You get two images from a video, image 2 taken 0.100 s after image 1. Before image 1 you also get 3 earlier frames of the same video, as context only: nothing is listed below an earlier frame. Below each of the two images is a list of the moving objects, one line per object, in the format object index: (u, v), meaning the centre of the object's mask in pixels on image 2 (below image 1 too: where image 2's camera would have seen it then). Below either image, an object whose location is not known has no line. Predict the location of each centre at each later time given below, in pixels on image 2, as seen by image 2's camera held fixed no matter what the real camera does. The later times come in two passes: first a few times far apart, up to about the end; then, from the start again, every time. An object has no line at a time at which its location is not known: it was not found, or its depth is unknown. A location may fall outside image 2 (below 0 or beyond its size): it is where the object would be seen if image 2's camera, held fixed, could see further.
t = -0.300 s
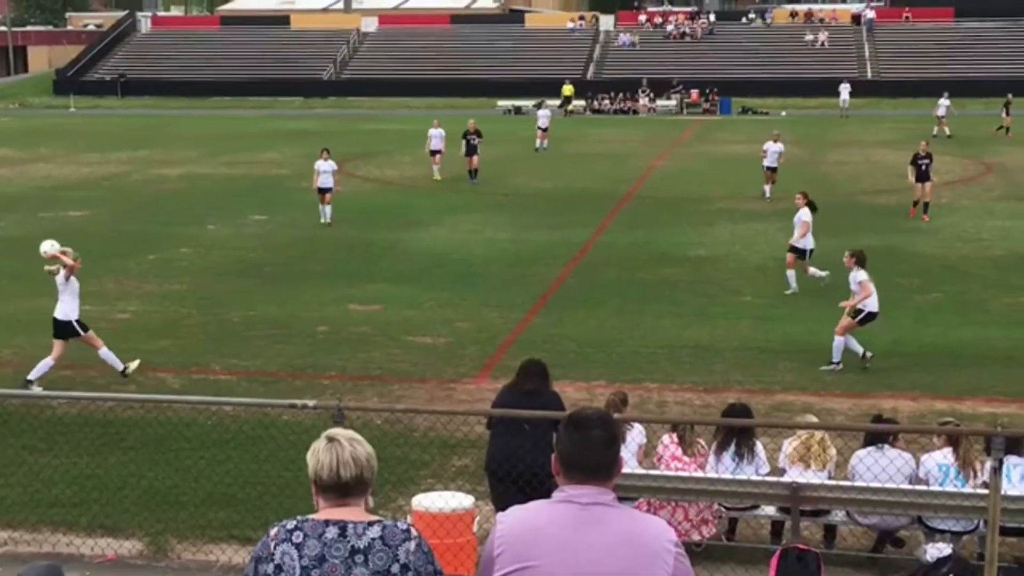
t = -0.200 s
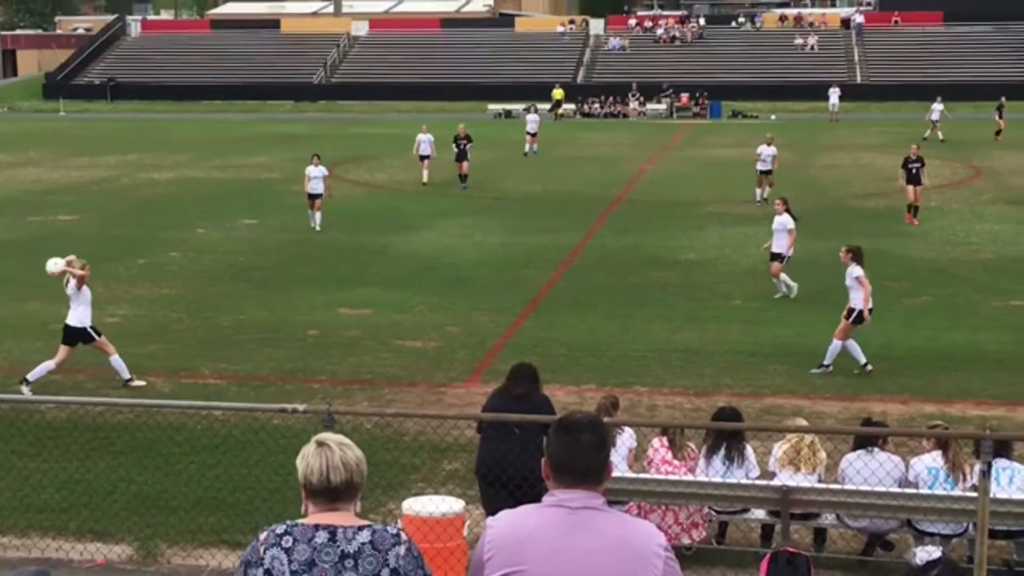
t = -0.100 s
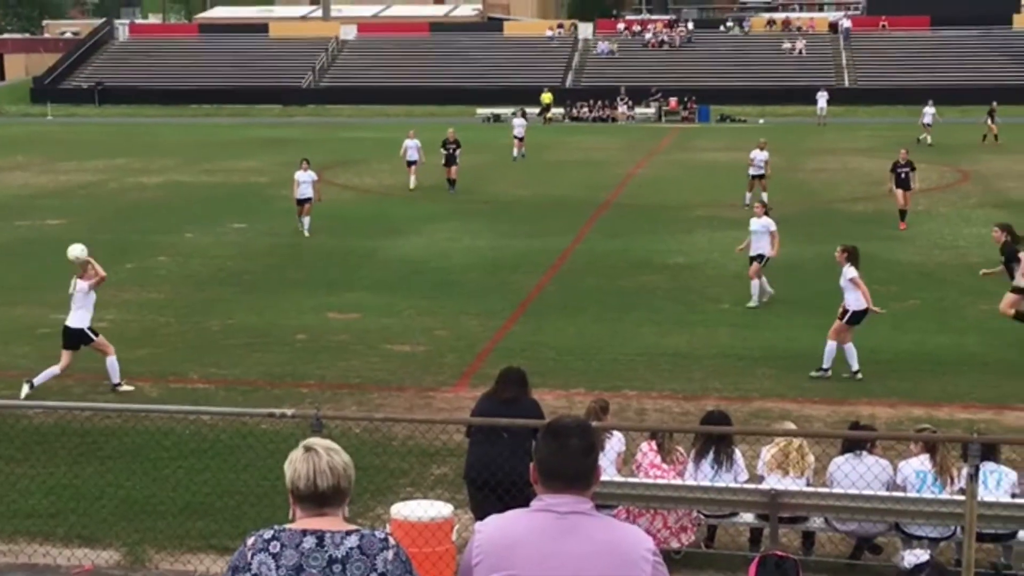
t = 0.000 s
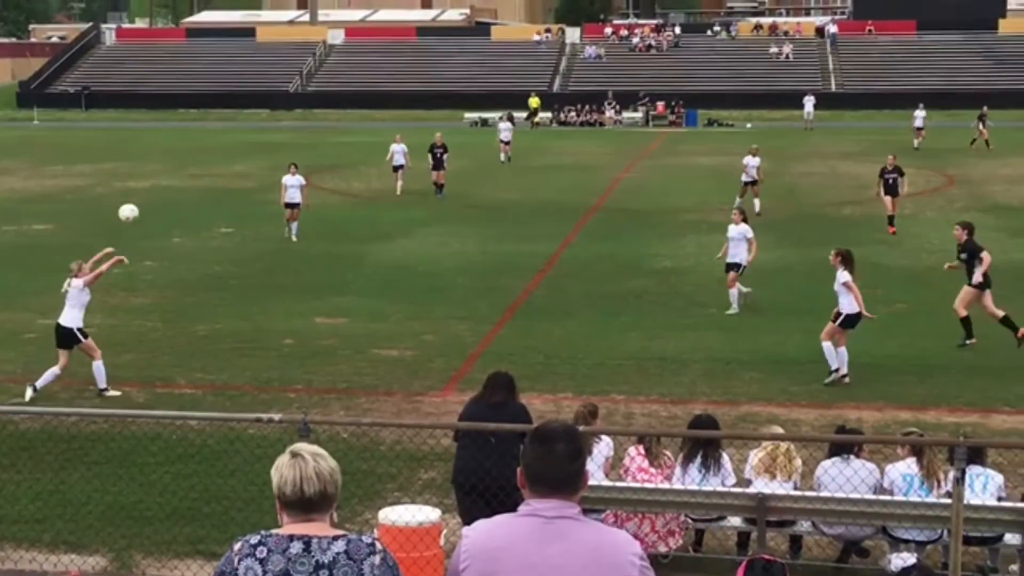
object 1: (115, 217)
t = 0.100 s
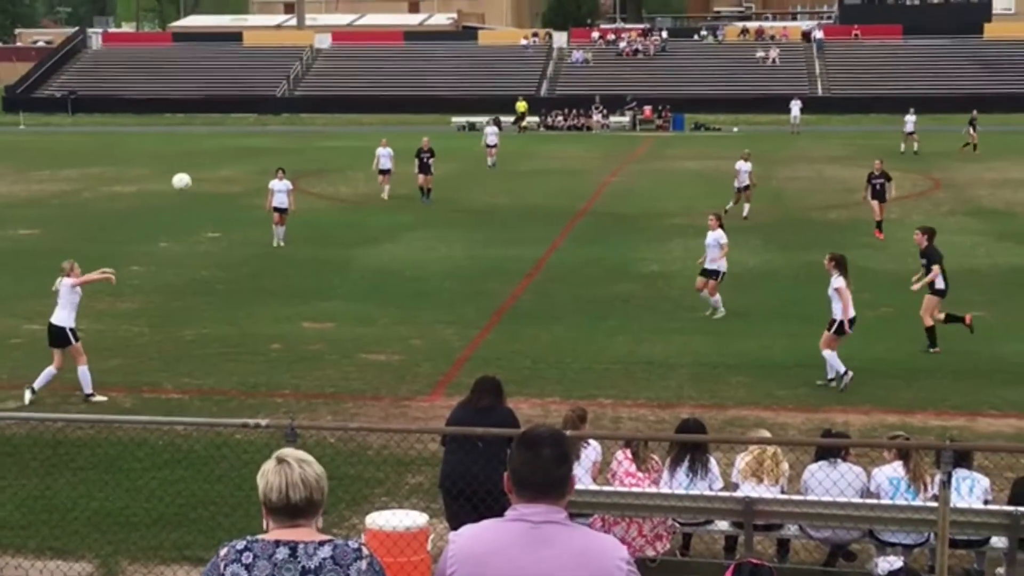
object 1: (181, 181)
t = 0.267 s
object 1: (283, 145)
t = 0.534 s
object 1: (424, 133)
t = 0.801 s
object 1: (546, 170)
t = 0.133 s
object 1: (203, 172)
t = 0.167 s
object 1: (223, 164)
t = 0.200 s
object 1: (244, 156)
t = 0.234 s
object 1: (263, 151)
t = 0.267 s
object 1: (283, 145)
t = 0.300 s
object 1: (302, 141)
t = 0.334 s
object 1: (320, 138)
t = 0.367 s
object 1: (339, 135)
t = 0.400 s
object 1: (357, 133)
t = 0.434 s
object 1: (374, 132)
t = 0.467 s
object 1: (391, 131)
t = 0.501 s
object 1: (408, 132)
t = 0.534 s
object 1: (424, 133)
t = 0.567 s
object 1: (440, 136)
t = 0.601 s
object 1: (456, 139)
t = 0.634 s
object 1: (471, 143)
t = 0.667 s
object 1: (487, 147)
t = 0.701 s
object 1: (502, 152)
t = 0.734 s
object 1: (517, 158)
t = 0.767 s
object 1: (531, 163)
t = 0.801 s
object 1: (546, 170)
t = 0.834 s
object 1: (560, 178)
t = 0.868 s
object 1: (574, 186)
